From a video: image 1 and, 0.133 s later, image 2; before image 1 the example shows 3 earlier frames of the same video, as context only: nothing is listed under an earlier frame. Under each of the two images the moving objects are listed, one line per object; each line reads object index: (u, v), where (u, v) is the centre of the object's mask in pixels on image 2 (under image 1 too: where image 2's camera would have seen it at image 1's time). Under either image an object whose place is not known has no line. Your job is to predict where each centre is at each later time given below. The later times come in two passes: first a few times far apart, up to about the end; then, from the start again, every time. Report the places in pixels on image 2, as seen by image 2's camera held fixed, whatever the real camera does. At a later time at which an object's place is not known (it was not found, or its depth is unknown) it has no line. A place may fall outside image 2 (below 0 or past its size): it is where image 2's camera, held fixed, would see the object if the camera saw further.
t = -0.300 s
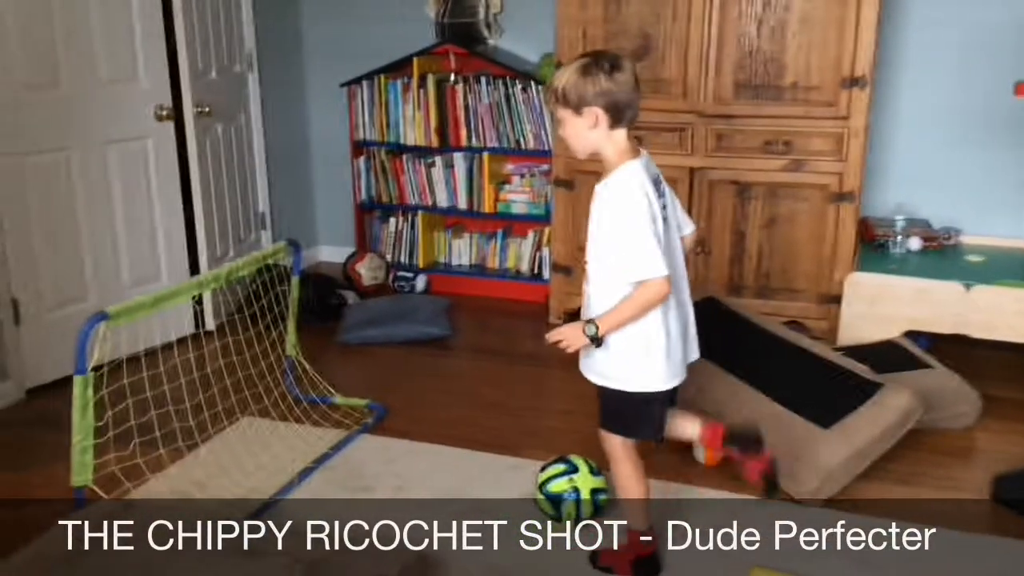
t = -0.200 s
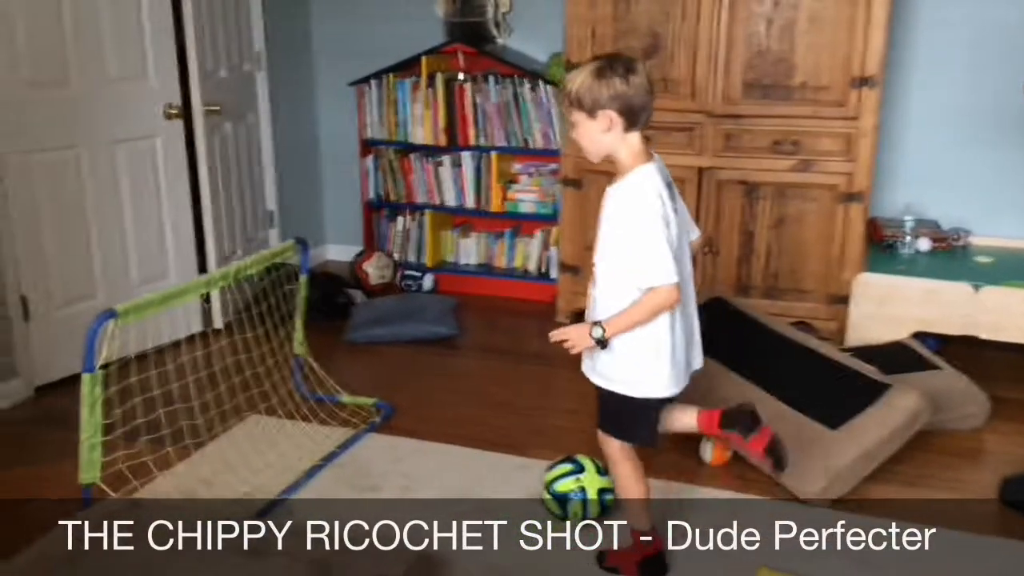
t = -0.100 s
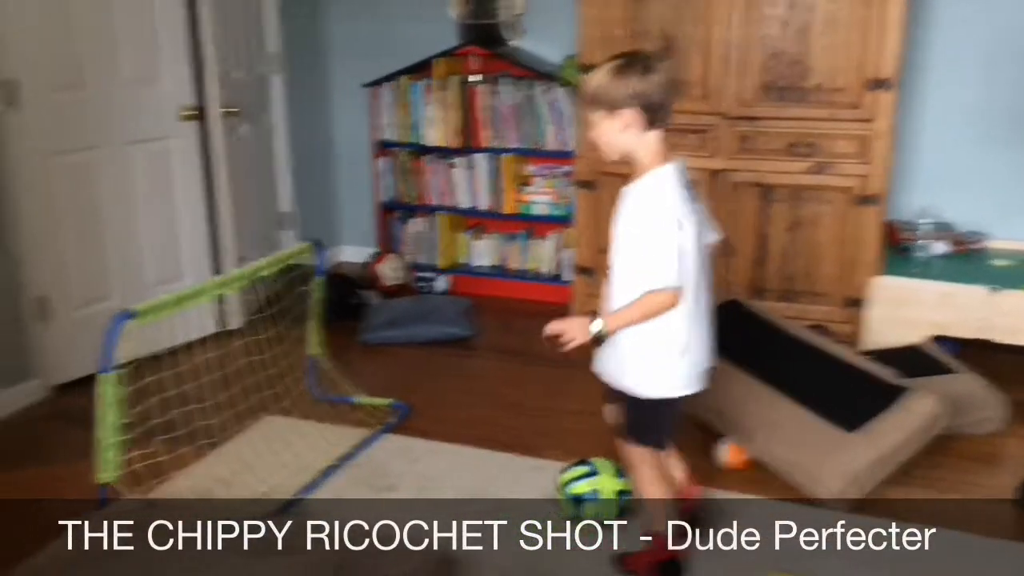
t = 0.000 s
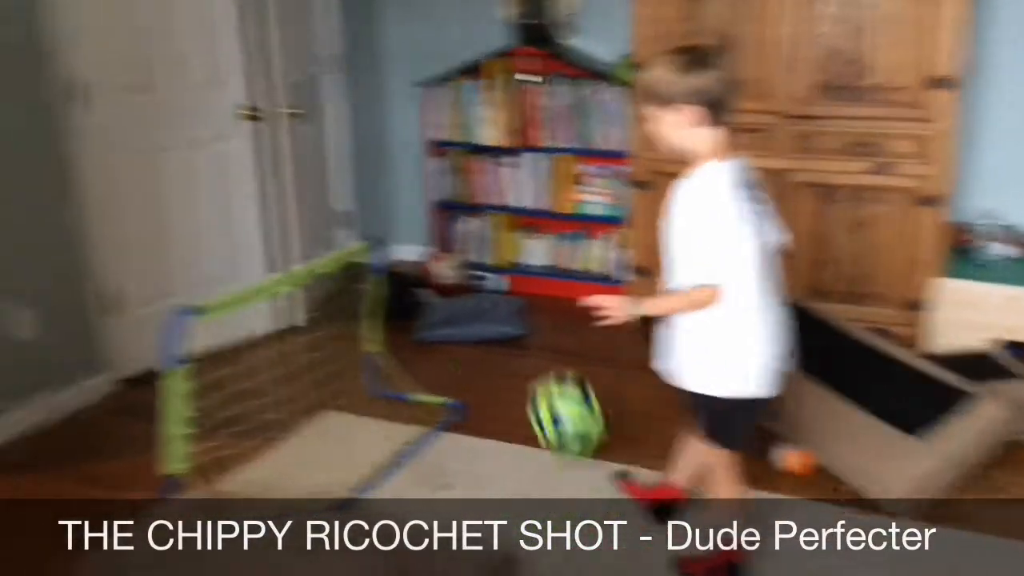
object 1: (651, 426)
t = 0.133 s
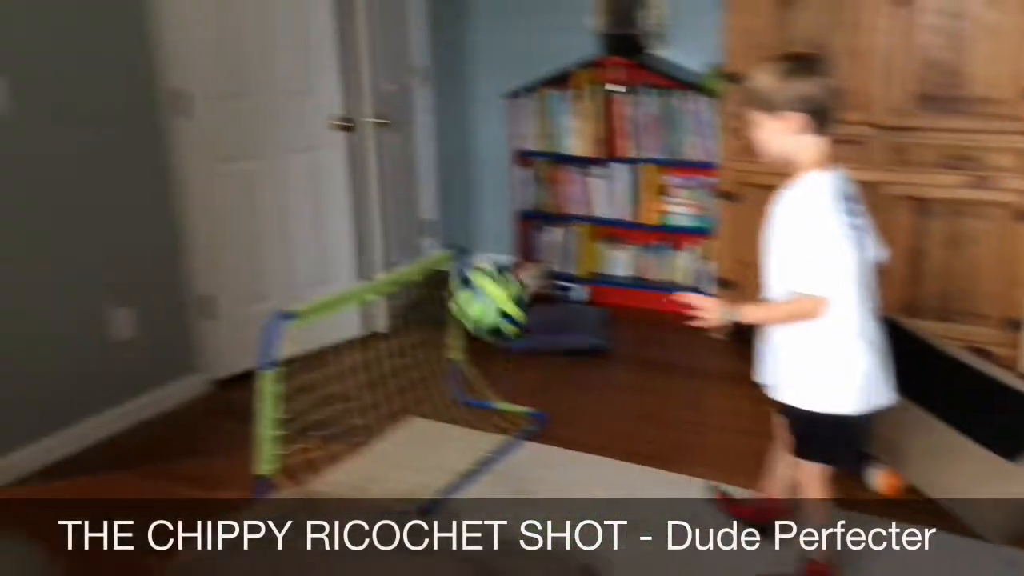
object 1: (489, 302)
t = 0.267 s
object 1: (339, 236)
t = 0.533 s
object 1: (118, 275)
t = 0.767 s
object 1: (242, 422)
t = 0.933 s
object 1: (327, 373)
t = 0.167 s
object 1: (450, 278)
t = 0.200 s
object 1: (417, 260)
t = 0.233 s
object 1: (377, 248)
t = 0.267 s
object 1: (339, 236)
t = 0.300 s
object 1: (308, 229)
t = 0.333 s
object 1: (275, 226)
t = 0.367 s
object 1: (243, 227)
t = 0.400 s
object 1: (210, 231)
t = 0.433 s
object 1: (179, 239)
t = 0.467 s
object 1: (150, 248)
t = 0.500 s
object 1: (128, 260)
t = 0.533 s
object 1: (118, 275)
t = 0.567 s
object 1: (141, 299)
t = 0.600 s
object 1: (160, 322)
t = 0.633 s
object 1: (183, 348)
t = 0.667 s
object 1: (205, 380)
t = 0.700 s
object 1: (226, 419)
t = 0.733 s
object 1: (237, 440)
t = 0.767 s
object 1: (242, 422)
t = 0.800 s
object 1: (278, 413)
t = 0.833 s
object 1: (296, 395)
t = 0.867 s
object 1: (303, 387)
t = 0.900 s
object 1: (312, 378)
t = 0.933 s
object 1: (327, 373)
